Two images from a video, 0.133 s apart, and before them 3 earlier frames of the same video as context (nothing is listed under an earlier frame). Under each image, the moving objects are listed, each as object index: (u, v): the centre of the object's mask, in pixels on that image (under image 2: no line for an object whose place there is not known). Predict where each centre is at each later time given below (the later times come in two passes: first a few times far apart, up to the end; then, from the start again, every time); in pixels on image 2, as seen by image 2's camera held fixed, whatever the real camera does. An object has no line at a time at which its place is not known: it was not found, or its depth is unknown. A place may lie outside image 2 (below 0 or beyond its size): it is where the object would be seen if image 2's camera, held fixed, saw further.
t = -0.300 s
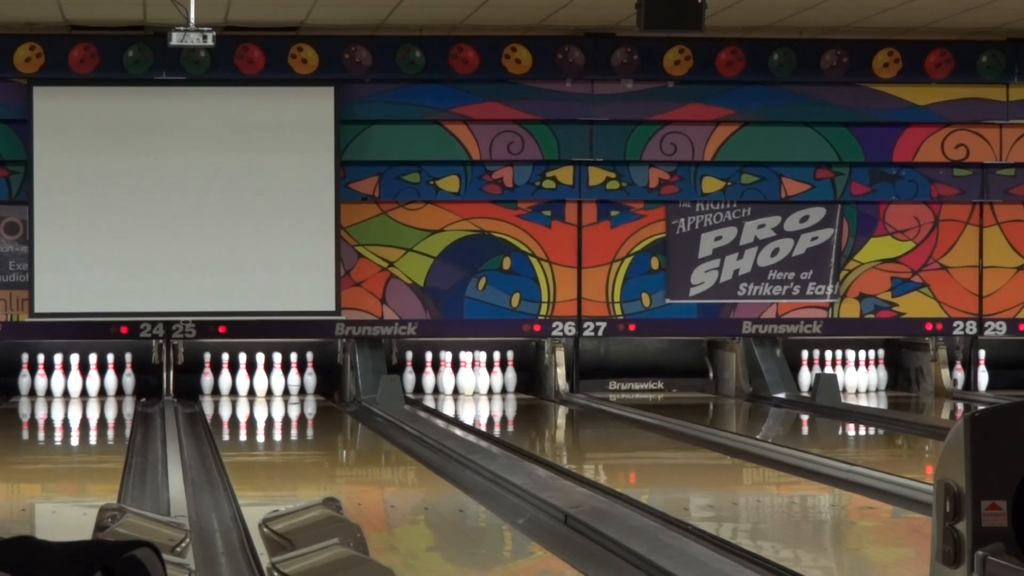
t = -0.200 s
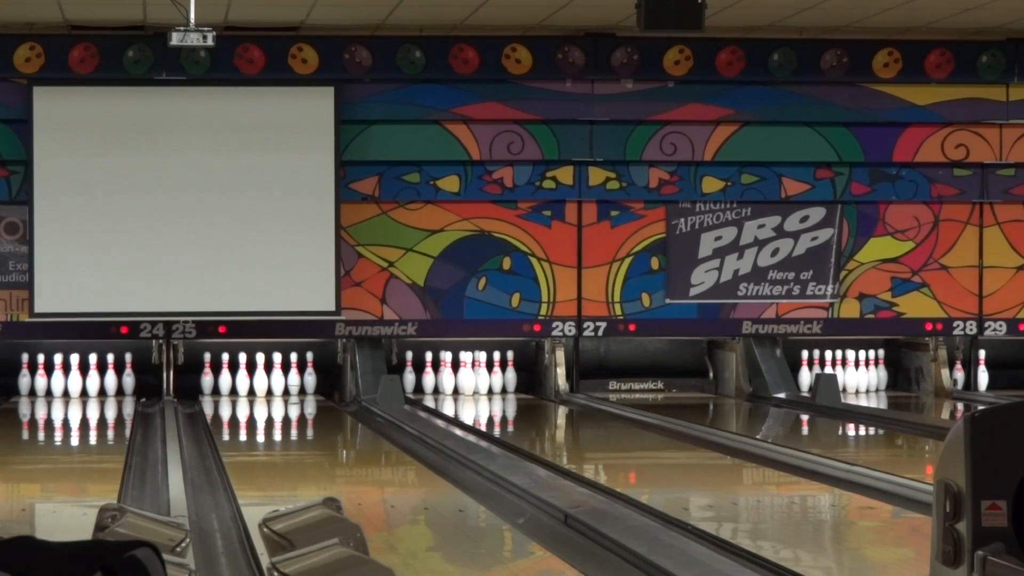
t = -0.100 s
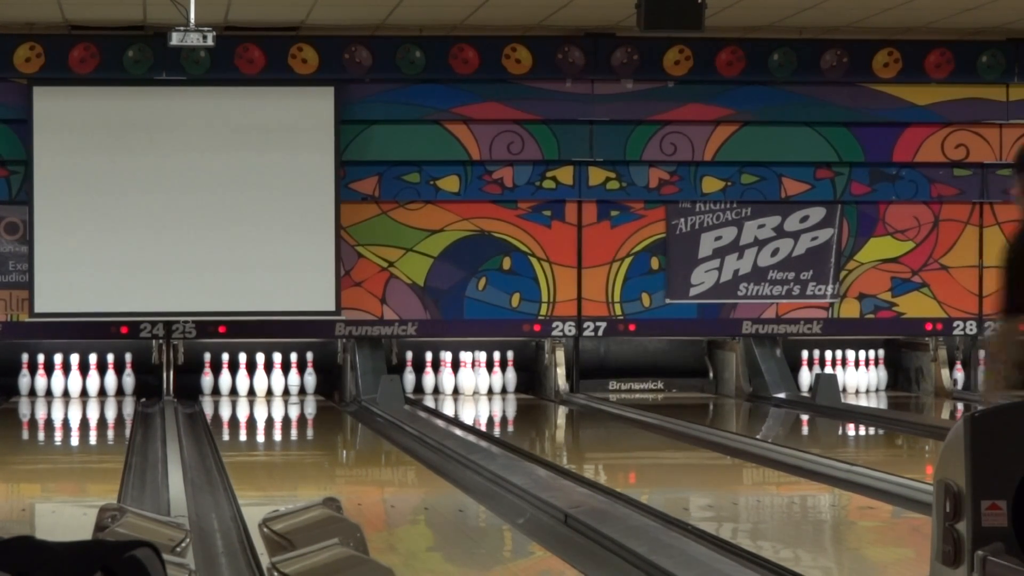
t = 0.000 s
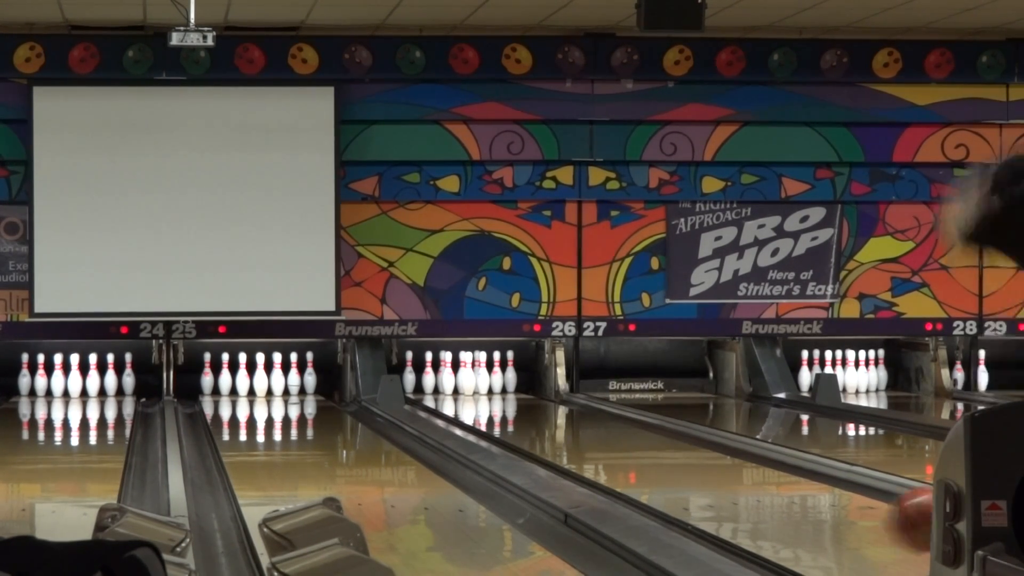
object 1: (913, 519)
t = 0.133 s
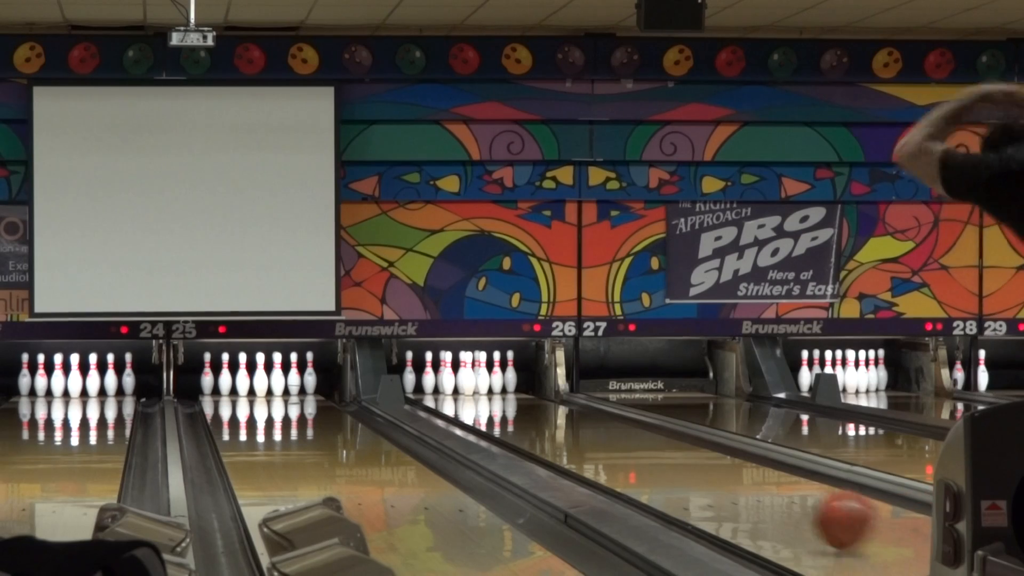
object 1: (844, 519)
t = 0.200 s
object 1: (810, 513)
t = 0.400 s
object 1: (726, 486)
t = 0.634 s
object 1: (651, 462)
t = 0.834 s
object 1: (602, 445)
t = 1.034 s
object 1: (563, 432)
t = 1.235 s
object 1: (531, 420)
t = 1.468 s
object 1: (500, 409)
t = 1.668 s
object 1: (480, 401)
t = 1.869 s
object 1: (465, 394)
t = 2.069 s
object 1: (456, 388)
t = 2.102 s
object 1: (455, 387)
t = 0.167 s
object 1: (827, 515)
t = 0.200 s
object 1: (810, 513)
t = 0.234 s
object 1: (794, 508)
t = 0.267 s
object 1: (780, 503)
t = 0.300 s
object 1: (766, 499)
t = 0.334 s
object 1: (751, 495)
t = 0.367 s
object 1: (738, 491)
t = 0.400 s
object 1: (726, 486)
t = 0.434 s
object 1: (714, 483)
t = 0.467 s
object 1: (702, 479)
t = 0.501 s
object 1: (690, 475)
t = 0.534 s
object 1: (680, 471)
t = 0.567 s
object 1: (670, 468)
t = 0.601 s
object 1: (660, 465)
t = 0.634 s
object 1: (651, 462)
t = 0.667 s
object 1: (643, 458)
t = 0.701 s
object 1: (634, 456)
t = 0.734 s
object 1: (625, 453)
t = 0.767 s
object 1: (618, 451)
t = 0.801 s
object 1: (609, 448)
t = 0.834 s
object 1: (602, 445)
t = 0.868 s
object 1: (594, 442)
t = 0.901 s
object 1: (588, 441)
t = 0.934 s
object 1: (581, 438)
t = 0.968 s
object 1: (575, 437)
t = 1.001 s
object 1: (569, 434)
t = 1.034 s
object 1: (563, 432)
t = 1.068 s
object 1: (556, 429)
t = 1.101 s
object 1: (550, 428)
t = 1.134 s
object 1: (544, 426)
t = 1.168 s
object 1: (539, 424)
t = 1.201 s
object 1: (534, 422)
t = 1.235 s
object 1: (531, 420)
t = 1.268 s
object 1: (526, 419)
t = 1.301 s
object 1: (522, 417)
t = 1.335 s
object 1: (517, 416)
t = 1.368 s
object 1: (513, 414)
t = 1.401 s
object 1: (509, 412)
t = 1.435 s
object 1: (504, 411)
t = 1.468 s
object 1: (500, 409)
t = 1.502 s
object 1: (496, 408)
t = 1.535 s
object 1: (492, 407)
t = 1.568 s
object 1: (489, 405)
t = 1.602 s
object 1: (485, 404)
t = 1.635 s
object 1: (482, 402)
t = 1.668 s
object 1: (480, 401)
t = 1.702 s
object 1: (477, 400)
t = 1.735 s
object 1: (474, 398)
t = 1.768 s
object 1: (472, 397)
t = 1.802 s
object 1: (469, 396)
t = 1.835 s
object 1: (467, 395)
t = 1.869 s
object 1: (465, 394)
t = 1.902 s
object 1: (464, 393)
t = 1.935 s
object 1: (462, 392)
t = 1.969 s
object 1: (460, 391)
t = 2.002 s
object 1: (459, 389)
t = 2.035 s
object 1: (457, 389)
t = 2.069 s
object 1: (456, 388)
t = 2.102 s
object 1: (455, 387)
